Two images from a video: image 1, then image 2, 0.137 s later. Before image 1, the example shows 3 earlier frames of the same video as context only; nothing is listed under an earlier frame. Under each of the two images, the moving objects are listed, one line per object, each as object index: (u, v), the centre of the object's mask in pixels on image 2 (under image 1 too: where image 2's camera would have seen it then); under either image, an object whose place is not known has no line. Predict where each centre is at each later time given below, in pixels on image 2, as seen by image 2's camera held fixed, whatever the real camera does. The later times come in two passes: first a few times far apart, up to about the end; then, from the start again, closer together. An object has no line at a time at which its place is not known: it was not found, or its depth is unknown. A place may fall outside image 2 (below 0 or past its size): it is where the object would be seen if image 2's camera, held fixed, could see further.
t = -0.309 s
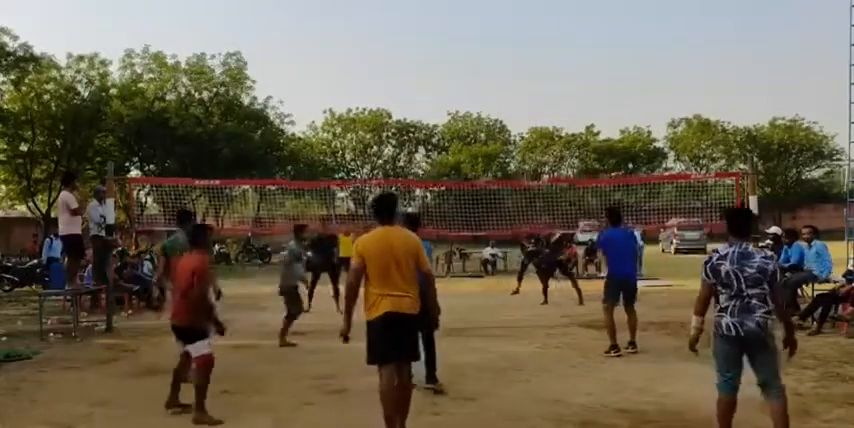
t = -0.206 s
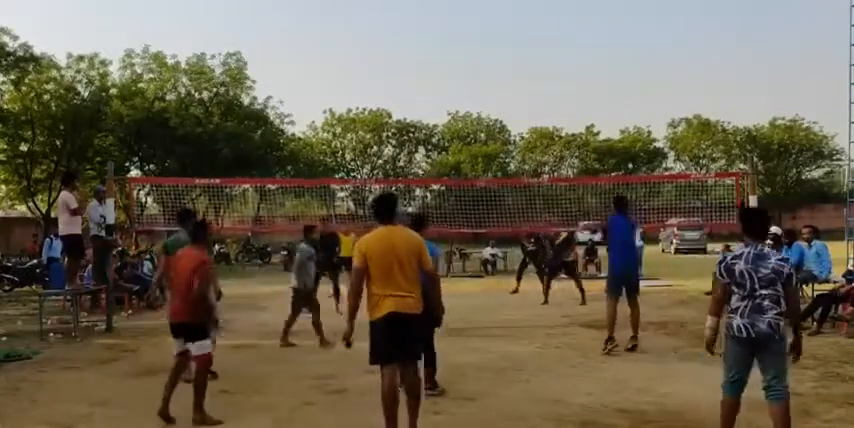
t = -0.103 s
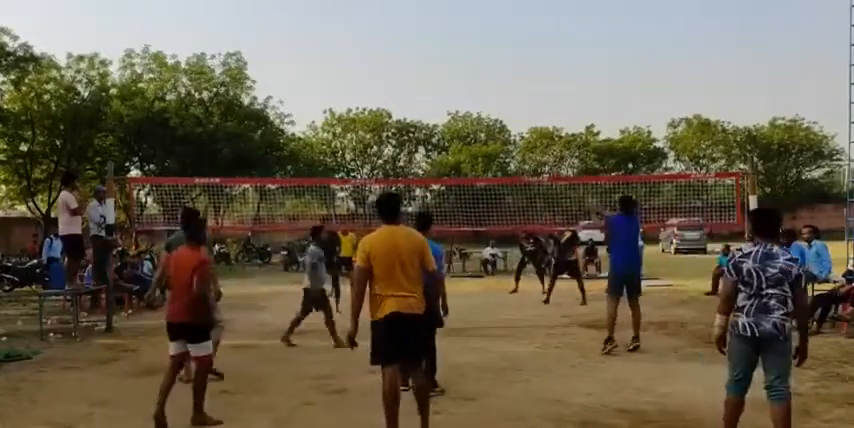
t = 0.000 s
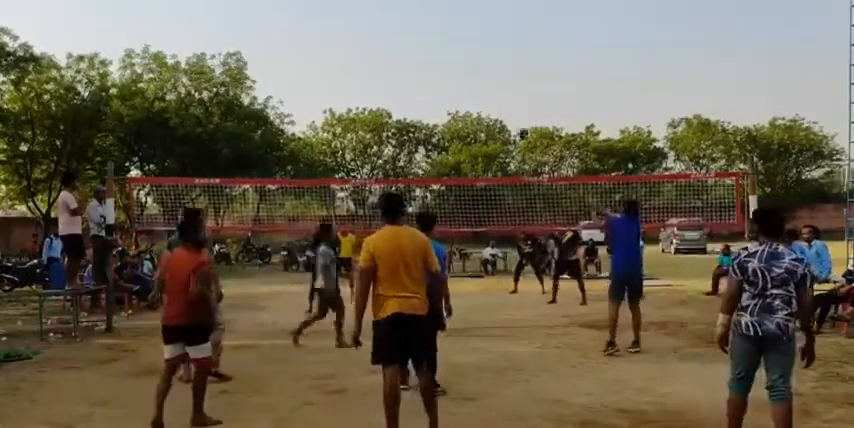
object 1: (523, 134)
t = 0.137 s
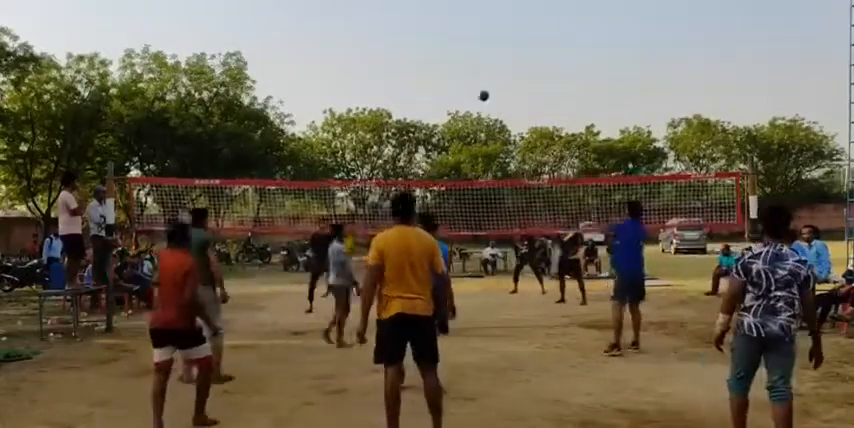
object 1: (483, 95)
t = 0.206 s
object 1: (465, 82)
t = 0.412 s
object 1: (419, 62)
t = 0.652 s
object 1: (374, 69)
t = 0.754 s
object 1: (358, 80)
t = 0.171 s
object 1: (474, 88)
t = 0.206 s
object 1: (465, 82)
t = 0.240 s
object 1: (457, 77)
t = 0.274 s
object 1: (449, 72)
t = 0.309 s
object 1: (441, 69)
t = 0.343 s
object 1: (433, 66)
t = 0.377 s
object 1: (426, 63)
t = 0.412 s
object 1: (419, 62)
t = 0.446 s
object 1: (412, 61)
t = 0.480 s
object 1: (405, 61)
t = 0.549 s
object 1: (392, 63)
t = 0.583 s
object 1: (387, 64)
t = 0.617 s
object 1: (380, 66)
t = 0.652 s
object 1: (374, 69)
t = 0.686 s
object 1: (369, 72)
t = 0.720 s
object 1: (363, 75)
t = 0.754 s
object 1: (358, 80)
